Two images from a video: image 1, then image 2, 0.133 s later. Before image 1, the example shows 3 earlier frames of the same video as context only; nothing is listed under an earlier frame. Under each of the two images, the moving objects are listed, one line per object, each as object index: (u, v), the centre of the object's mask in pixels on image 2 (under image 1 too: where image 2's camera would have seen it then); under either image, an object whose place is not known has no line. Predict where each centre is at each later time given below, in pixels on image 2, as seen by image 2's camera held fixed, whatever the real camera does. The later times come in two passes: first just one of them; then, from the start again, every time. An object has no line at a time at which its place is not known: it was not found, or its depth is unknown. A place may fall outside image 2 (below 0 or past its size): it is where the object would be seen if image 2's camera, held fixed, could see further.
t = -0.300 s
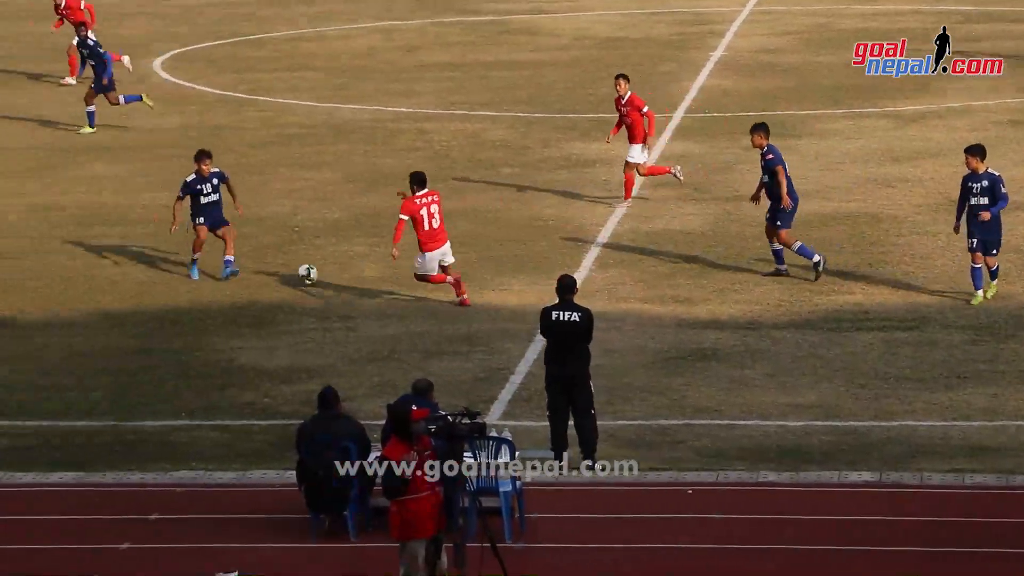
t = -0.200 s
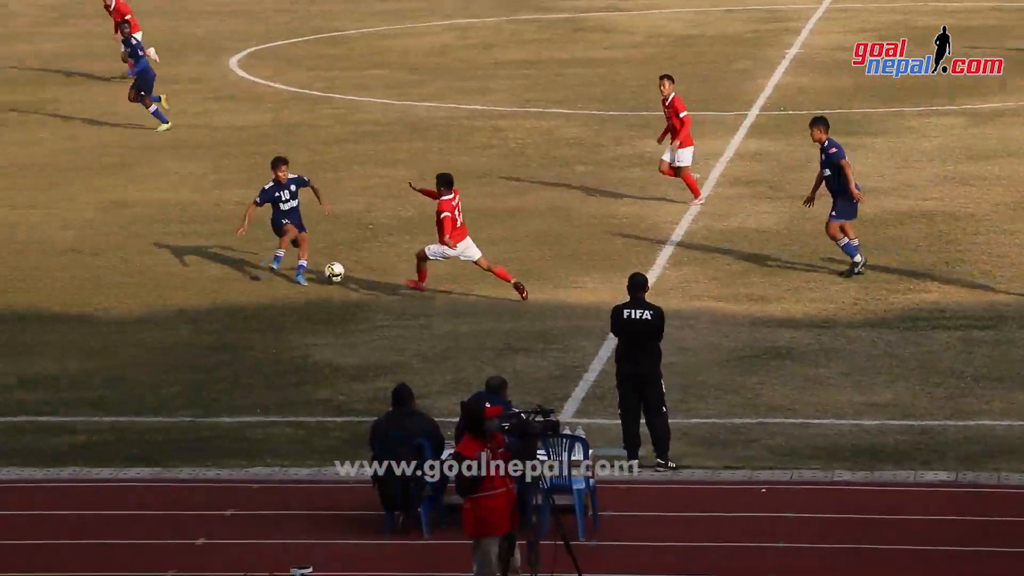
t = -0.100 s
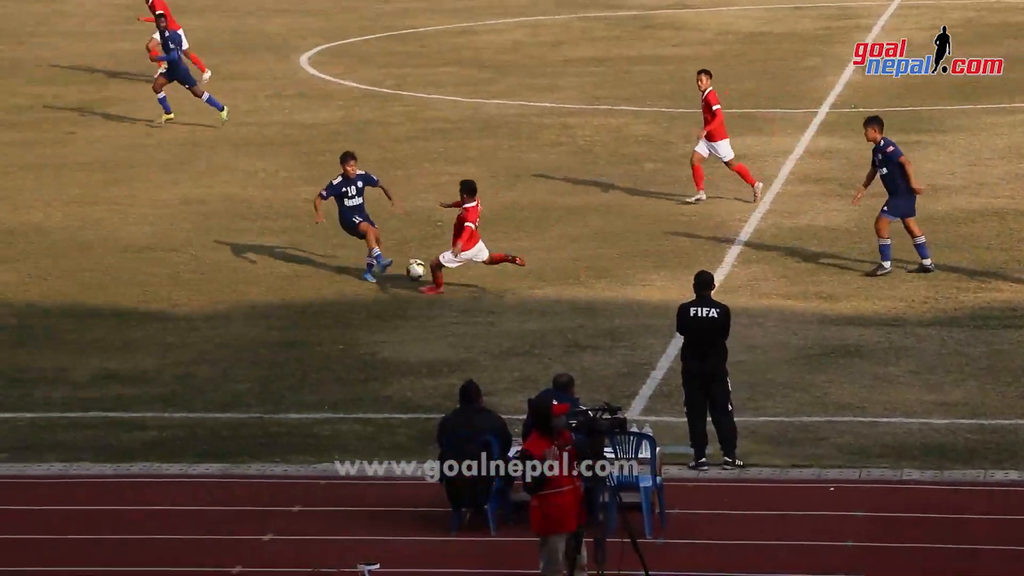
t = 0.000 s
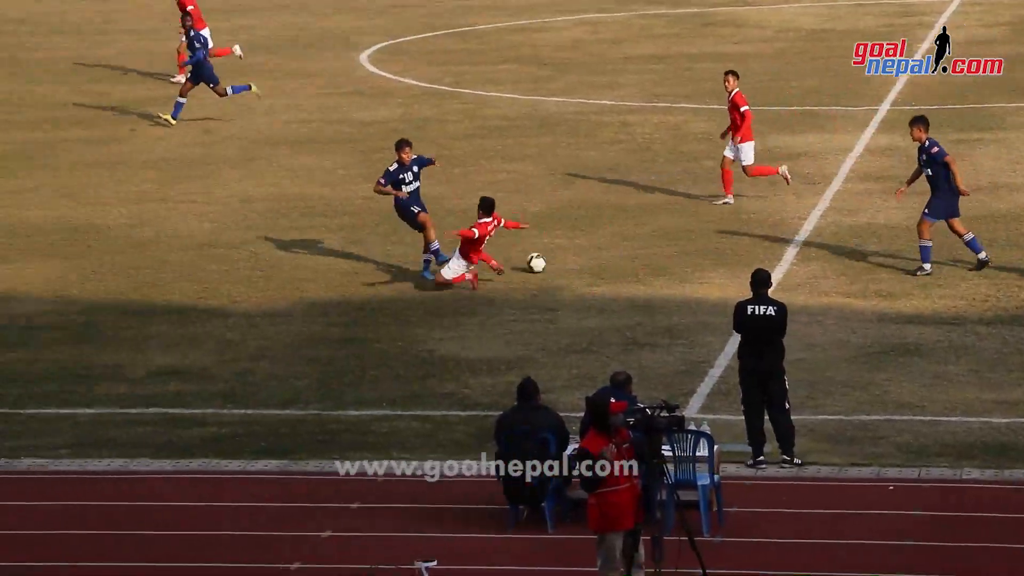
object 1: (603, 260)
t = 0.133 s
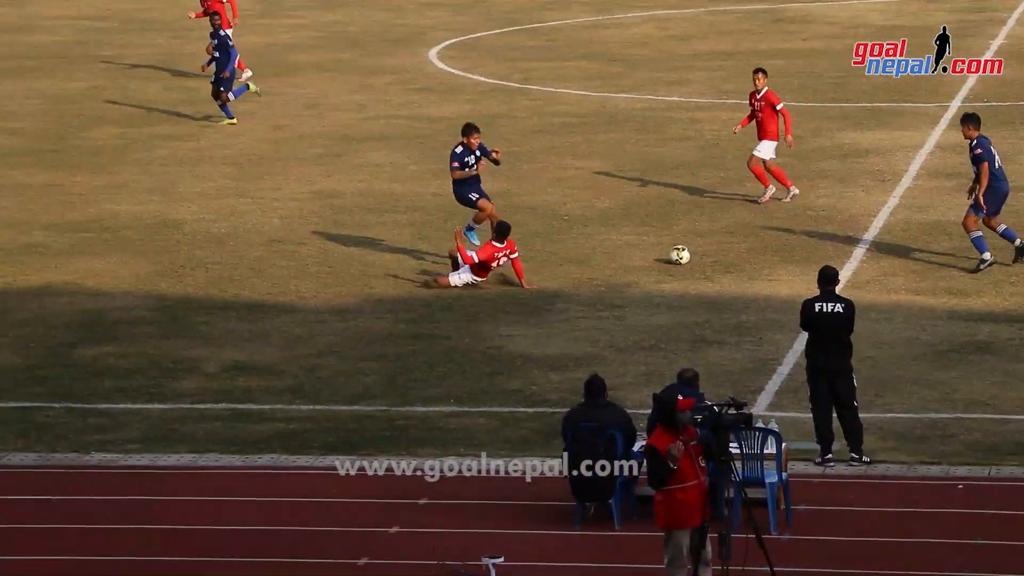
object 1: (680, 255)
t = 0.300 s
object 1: (761, 248)
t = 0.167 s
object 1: (697, 252)
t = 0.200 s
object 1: (713, 251)
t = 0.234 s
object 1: (730, 250)
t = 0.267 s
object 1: (746, 249)
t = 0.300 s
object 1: (761, 248)
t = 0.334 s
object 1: (774, 246)
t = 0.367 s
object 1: (789, 246)
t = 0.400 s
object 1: (803, 245)
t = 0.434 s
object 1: (815, 243)
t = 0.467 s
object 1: (828, 242)
